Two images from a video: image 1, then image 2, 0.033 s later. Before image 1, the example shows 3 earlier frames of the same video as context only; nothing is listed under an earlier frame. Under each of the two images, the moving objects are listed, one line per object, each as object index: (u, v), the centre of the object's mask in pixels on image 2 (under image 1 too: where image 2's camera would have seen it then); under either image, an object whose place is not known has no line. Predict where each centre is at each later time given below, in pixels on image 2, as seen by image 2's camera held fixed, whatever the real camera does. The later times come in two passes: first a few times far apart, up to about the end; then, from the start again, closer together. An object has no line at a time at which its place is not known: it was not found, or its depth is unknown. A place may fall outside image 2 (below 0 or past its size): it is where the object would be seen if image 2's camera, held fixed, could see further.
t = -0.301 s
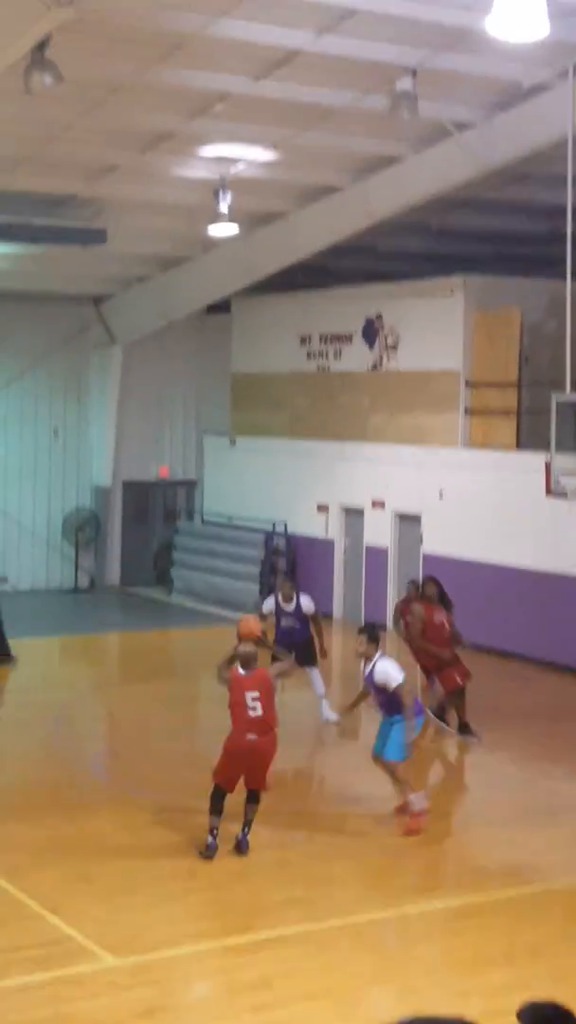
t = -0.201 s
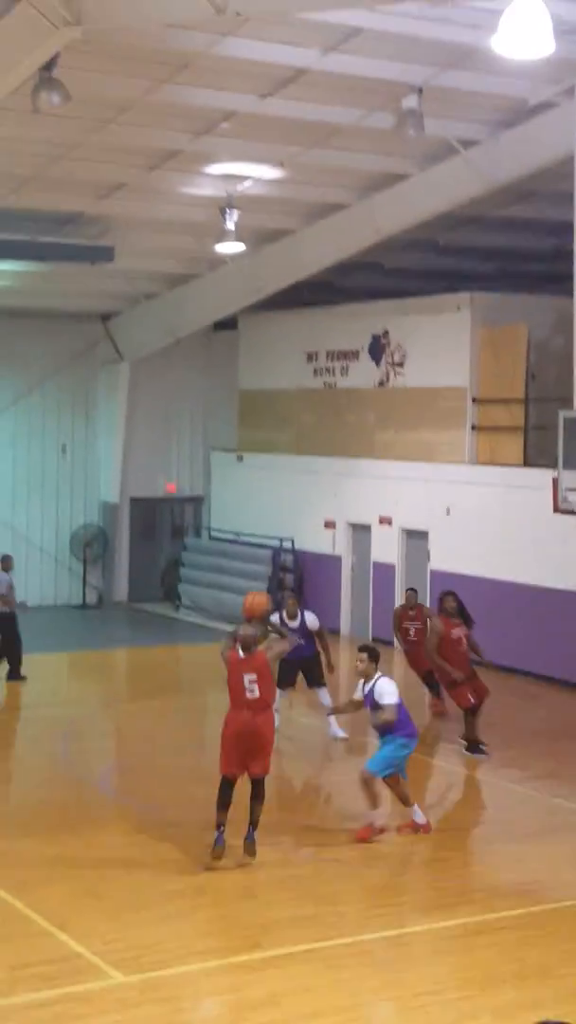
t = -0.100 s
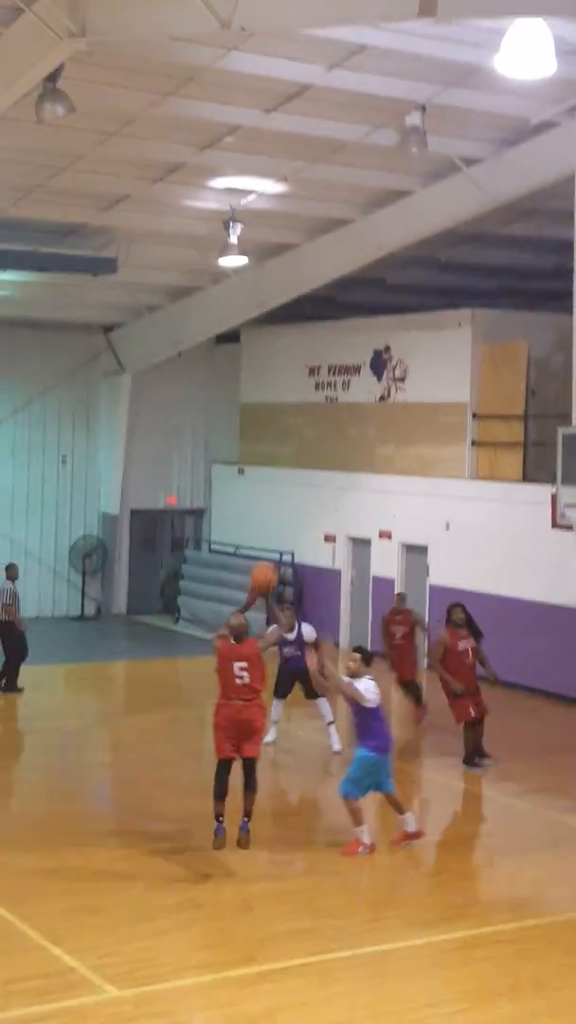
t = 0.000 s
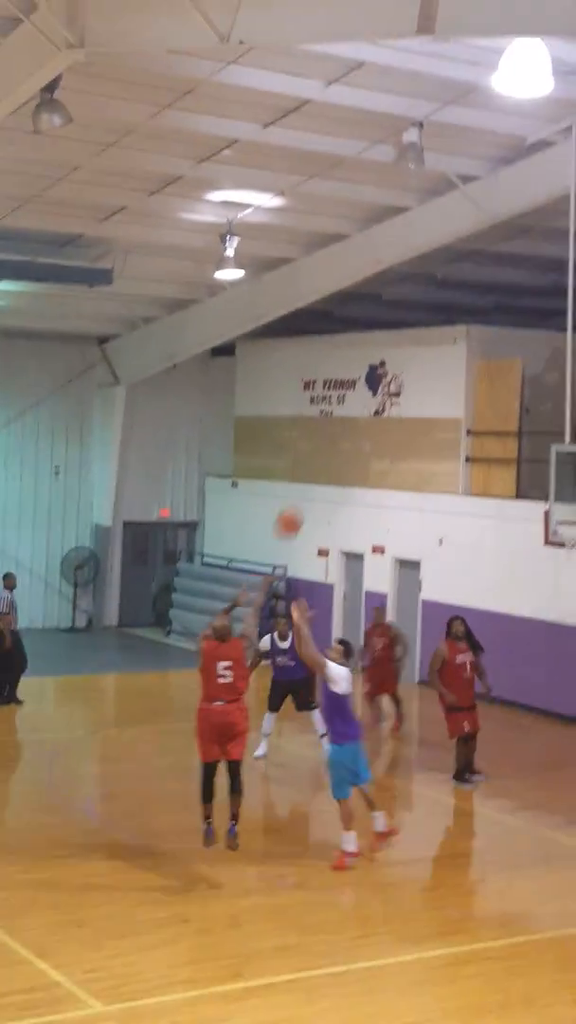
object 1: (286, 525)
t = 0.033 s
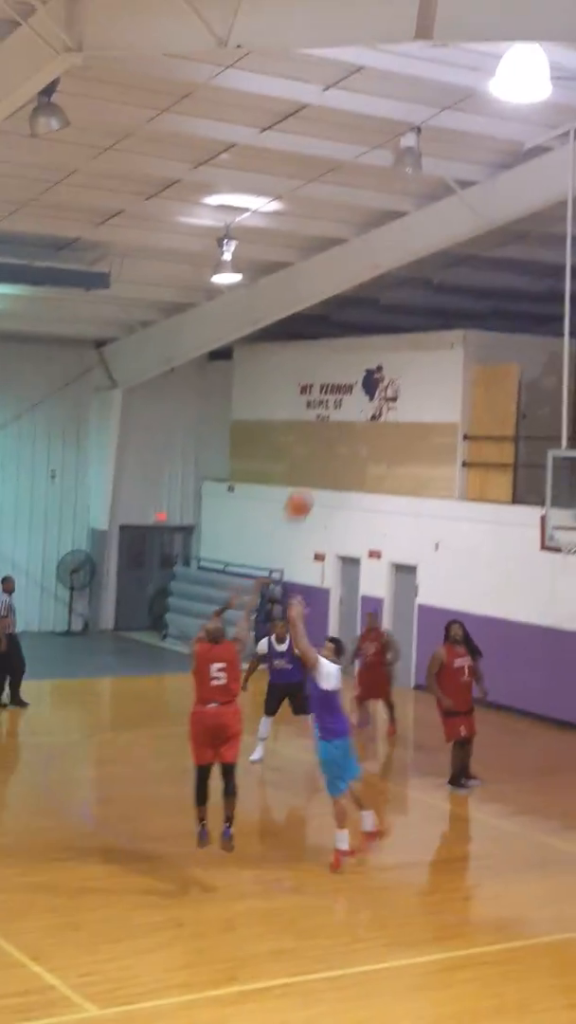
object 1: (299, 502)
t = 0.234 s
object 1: (369, 410)
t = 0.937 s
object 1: (543, 427)
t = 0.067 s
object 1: (310, 484)
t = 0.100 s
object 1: (322, 467)
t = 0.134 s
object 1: (334, 452)
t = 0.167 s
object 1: (346, 436)
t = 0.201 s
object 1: (358, 423)
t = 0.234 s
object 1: (369, 410)
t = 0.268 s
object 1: (381, 400)
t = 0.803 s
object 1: (518, 391)
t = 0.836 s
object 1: (525, 398)
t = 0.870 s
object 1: (531, 407)
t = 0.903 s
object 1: (539, 416)
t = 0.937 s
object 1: (543, 427)
